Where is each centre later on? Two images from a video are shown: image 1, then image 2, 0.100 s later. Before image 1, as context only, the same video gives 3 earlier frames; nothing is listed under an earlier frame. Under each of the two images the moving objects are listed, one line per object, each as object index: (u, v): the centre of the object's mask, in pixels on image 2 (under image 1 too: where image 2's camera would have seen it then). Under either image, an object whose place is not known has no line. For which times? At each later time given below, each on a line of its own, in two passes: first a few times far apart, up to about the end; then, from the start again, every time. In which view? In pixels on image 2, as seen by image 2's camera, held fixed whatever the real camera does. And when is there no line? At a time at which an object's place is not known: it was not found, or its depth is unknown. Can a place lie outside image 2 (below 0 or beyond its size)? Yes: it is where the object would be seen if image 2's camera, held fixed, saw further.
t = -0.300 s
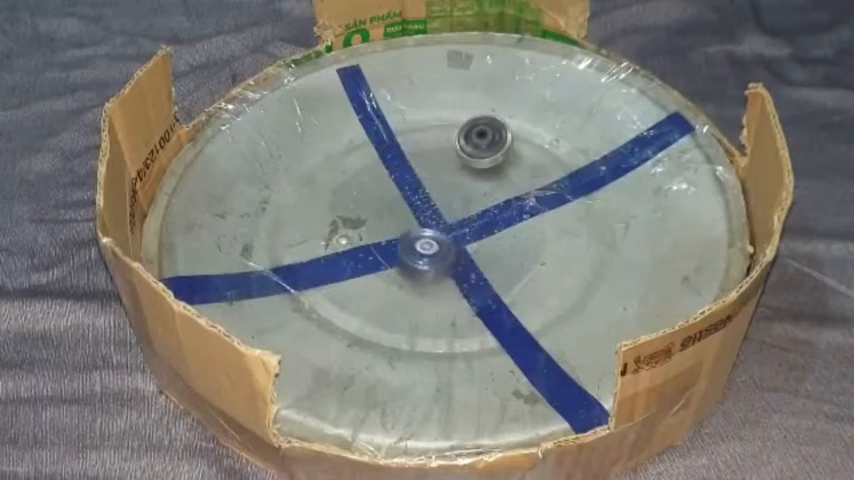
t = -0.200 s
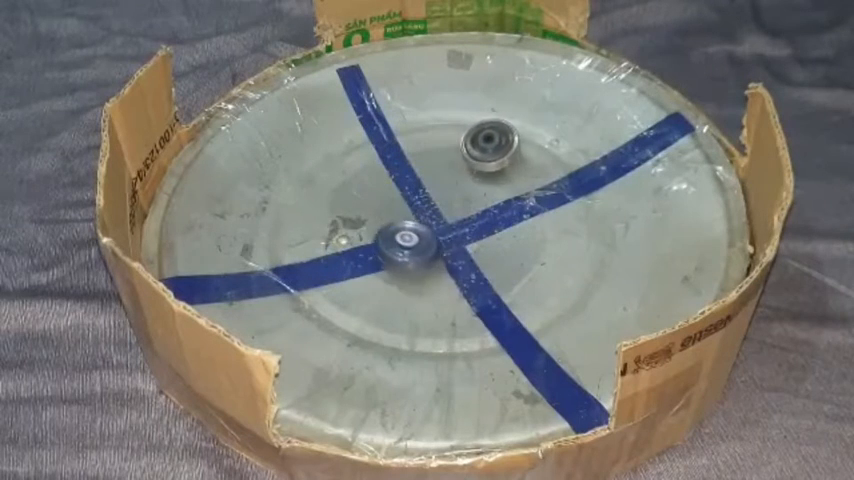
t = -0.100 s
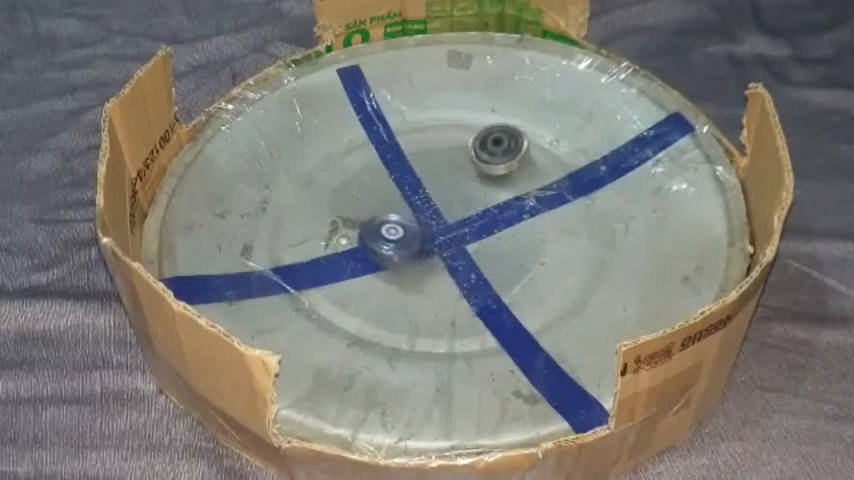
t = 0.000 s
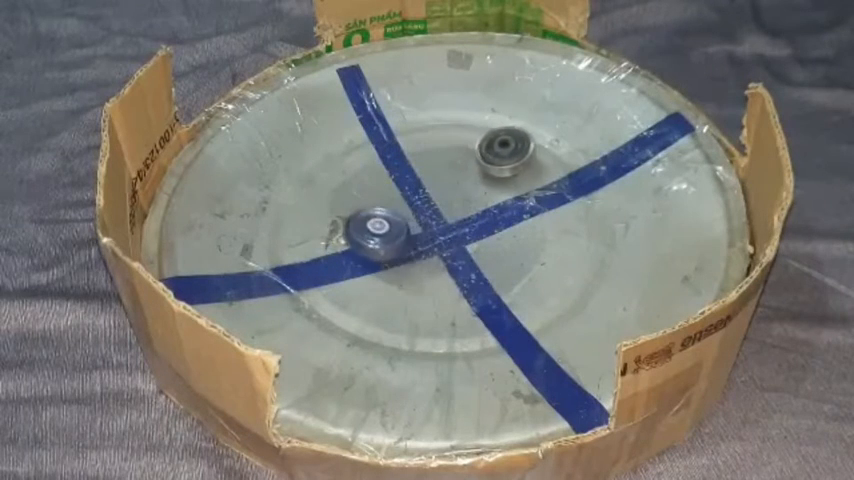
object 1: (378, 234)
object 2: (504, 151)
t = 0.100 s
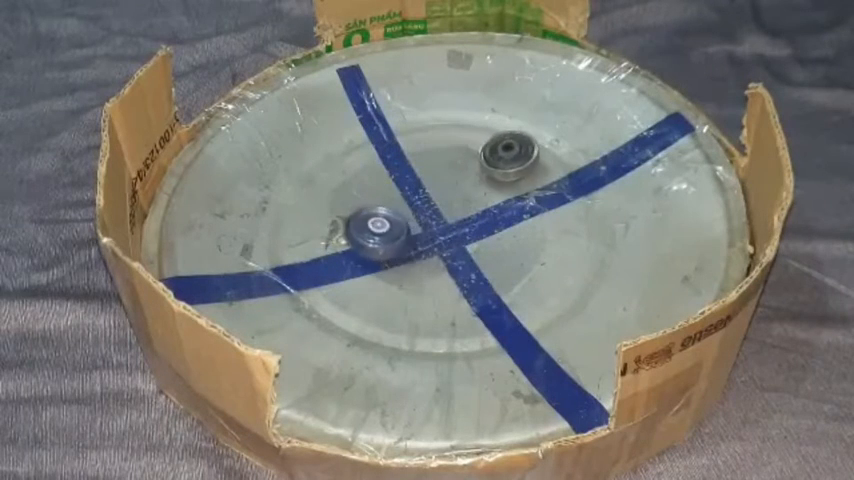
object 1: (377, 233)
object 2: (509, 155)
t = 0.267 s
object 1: (393, 220)
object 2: (508, 159)
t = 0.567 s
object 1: (379, 167)
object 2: (514, 148)
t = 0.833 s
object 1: (327, 140)
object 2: (484, 132)
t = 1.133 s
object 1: (327, 156)
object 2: (420, 133)
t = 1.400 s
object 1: (353, 163)
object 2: (410, 135)
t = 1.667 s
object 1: (349, 195)
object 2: (423, 123)
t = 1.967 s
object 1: (393, 214)
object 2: (426, 138)
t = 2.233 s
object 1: (438, 203)
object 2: (449, 150)
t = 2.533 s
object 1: (441, 189)
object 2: (460, 137)
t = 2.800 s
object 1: (440, 187)
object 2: (437, 135)
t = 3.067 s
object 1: (422, 185)
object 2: (418, 134)
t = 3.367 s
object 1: (406, 187)
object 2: (404, 139)
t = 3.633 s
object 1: (400, 192)
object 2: (414, 142)
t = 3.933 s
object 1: (407, 185)
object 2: (424, 137)
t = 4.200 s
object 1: (416, 184)
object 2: (435, 134)
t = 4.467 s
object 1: (413, 178)
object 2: (441, 133)
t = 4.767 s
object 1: (413, 182)
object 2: (440, 140)
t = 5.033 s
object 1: (404, 192)
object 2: (451, 141)
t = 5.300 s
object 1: (405, 188)
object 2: (447, 139)
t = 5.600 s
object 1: (392, 193)
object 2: (446, 134)
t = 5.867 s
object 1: (384, 222)
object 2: (435, 125)
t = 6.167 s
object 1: (419, 221)
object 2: (418, 142)
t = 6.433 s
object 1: (454, 200)
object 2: (409, 160)
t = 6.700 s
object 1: (472, 170)
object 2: (396, 173)
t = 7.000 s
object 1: (484, 147)
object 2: (388, 179)
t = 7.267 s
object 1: (463, 129)
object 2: (399, 179)
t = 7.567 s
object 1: (424, 129)
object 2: (403, 174)
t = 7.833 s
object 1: (402, 129)
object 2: (412, 187)
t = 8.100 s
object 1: (395, 141)
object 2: (412, 193)
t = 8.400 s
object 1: (402, 148)
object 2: (410, 197)
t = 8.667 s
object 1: (411, 149)
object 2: (407, 197)
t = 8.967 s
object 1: (427, 148)
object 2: (413, 196)
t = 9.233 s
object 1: (437, 150)
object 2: (409, 195)
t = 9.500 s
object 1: (446, 149)
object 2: (400, 191)
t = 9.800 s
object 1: (451, 144)
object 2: (401, 185)
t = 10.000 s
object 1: (449, 144)
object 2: (407, 178)
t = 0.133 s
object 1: (379, 232)
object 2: (509, 157)
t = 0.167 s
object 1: (381, 230)
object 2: (509, 157)
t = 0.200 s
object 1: (384, 227)
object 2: (509, 158)
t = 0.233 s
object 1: (387, 224)
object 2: (509, 158)
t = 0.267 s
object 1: (393, 220)
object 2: (508, 159)
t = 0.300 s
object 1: (400, 217)
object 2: (507, 159)
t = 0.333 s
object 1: (407, 212)
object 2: (504, 160)
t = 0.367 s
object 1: (413, 208)
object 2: (501, 160)
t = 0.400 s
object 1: (418, 203)
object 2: (498, 160)
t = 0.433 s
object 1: (422, 195)
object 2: (494, 160)
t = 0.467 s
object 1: (426, 187)
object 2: (490, 159)
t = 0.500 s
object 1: (427, 178)
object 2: (487, 159)
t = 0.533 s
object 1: (404, 173)
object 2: (503, 153)
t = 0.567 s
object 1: (379, 167)
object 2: (514, 148)
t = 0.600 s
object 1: (364, 163)
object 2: (519, 143)
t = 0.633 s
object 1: (351, 158)
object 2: (517, 141)
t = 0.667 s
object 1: (342, 154)
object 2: (514, 139)
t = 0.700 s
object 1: (335, 151)
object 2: (509, 137)
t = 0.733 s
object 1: (333, 148)
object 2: (503, 135)
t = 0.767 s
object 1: (333, 144)
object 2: (497, 134)
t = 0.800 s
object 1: (330, 141)
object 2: (490, 133)
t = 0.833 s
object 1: (327, 140)
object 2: (484, 132)
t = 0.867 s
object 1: (323, 137)
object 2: (477, 131)
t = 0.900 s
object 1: (319, 138)
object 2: (469, 130)
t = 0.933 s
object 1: (315, 141)
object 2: (462, 130)
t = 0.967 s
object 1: (312, 145)
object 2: (454, 130)
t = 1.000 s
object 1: (310, 150)
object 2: (446, 130)
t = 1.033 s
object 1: (312, 155)
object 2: (439, 131)
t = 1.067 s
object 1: (316, 157)
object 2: (432, 132)
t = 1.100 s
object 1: (321, 159)
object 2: (426, 133)
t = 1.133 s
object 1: (327, 156)
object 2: (420, 133)
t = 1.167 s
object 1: (334, 152)
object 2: (414, 134)
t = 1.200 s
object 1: (341, 150)
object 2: (410, 135)
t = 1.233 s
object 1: (346, 151)
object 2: (406, 136)
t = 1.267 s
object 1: (343, 153)
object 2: (413, 135)
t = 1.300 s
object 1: (343, 156)
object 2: (415, 136)
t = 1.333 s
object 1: (346, 158)
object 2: (415, 135)
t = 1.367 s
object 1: (349, 161)
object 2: (412, 135)
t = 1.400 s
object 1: (353, 163)
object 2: (410, 135)
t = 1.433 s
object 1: (357, 165)
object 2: (407, 135)
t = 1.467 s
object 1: (360, 166)
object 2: (407, 136)
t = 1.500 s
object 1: (361, 168)
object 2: (407, 136)
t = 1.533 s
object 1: (350, 178)
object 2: (418, 130)
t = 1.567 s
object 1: (342, 185)
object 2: (424, 127)
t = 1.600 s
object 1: (341, 189)
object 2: (425, 125)
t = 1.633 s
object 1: (345, 192)
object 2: (424, 124)
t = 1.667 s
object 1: (349, 195)
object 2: (423, 123)
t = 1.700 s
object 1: (353, 198)
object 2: (421, 123)
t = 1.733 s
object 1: (357, 200)
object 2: (420, 123)
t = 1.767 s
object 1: (362, 201)
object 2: (419, 124)
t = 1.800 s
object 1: (367, 202)
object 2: (417, 127)
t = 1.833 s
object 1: (372, 205)
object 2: (418, 130)
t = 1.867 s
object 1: (378, 206)
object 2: (420, 133)
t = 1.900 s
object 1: (383, 208)
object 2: (422, 134)
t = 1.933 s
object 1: (388, 212)
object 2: (424, 136)
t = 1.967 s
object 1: (393, 214)
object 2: (426, 138)
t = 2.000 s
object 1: (397, 216)
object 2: (429, 140)
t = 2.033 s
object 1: (403, 217)
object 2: (433, 142)
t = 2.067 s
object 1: (408, 217)
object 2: (436, 143)
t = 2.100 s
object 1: (416, 215)
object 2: (439, 145)
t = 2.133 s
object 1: (423, 212)
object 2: (442, 146)
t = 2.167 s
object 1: (428, 209)
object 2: (444, 148)
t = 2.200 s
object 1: (433, 206)
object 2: (447, 149)
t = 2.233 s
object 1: (438, 203)
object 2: (449, 150)
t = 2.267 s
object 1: (441, 199)
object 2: (452, 150)
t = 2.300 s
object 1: (440, 200)
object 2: (456, 149)
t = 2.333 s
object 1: (440, 200)
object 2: (459, 148)
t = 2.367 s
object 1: (441, 199)
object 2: (462, 147)
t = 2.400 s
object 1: (446, 196)
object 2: (462, 146)
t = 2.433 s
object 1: (445, 195)
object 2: (461, 145)
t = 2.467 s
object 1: (444, 192)
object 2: (461, 144)
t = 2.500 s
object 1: (441, 190)
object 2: (462, 141)
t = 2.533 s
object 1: (441, 189)
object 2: (460, 137)
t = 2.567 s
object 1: (440, 189)
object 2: (458, 135)
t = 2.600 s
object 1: (440, 188)
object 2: (456, 135)
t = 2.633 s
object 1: (438, 188)
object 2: (452, 135)
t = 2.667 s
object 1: (438, 187)
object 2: (448, 134)
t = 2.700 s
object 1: (438, 186)
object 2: (444, 134)
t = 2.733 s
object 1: (439, 187)
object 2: (441, 135)
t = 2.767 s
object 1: (439, 188)
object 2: (440, 135)
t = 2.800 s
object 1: (440, 187)
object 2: (437, 135)
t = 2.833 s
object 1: (436, 185)
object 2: (434, 137)
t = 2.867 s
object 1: (434, 183)
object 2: (432, 137)
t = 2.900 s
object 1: (433, 185)
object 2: (431, 136)
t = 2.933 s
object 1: (432, 186)
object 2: (428, 135)
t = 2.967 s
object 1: (429, 186)
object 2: (424, 133)
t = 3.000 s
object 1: (428, 186)
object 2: (423, 135)
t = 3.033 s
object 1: (424, 186)
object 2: (421, 135)
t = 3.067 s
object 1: (422, 185)
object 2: (418, 134)
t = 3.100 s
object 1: (420, 185)
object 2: (415, 135)
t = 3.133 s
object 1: (419, 185)
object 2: (412, 134)
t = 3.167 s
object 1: (418, 184)
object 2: (410, 135)
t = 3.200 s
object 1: (416, 184)
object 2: (406, 136)
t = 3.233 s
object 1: (414, 185)
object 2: (405, 137)
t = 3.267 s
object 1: (412, 184)
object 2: (404, 138)
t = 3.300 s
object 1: (410, 184)
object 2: (404, 139)
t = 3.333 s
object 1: (407, 186)
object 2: (403, 139)
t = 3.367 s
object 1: (406, 187)
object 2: (404, 139)
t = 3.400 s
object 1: (404, 187)
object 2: (405, 141)
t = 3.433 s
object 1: (402, 188)
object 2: (405, 141)
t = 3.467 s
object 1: (401, 188)
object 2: (405, 140)
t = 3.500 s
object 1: (400, 189)
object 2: (407, 141)
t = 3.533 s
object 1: (398, 190)
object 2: (409, 142)
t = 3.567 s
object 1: (397, 190)
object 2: (412, 143)
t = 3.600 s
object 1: (398, 191)
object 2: (414, 143)
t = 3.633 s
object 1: (400, 192)
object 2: (414, 142)
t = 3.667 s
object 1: (401, 192)
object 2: (415, 142)
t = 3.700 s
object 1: (404, 192)
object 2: (416, 141)
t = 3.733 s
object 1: (406, 192)
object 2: (417, 140)
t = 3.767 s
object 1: (407, 191)
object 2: (417, 140)
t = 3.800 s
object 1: (406, 188)
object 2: (419, 139)
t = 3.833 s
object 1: (406, 187)
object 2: (420, 139)
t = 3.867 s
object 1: (407, 185)
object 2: (420, 138)
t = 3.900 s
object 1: (407, 184)
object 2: (422, 138)
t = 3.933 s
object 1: (407, 185)
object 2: (424, 137)
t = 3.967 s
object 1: (407, 186)
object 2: (425, 136)
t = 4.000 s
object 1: (408, 186)
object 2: (427, 136)
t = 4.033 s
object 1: (409, 186)
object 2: (428, 135)
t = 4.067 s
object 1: (411, 187)
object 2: (429, 134)
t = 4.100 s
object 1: (413, 186)
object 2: (431, 134)
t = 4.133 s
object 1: (414, 185)
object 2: (432, 133)
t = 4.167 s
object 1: (415, 185)
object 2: (432, 134)
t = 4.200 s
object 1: (416, 184)
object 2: (435, 134)
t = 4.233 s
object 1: (417, 183)
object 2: (435, 134)
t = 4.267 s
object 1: (418, 181)
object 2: (436, 134)
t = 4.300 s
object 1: (419, 180)
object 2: (438, 134)
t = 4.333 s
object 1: (419, 178)
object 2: (438, 133)
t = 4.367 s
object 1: (418, 177)
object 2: (439, 133)
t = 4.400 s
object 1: (416, 177)
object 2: (441, 133)
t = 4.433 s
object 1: (415, 178)
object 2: (441, 132)
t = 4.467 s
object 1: (413, 178)
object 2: (441, 133)
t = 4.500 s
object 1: (413, 179)
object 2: (441, 132)
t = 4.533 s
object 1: (413, 179)
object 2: (438, 134)
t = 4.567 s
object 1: (413, 181)
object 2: (438, 135)
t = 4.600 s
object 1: (413, 181)
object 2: (438, 135)
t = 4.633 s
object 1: (412, 182)
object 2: (438, 136)
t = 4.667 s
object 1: (411, 182)
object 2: (439, 137)
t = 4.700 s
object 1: (412, 182)
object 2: (439, 138)
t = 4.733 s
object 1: (413, 182)
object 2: (439, 139)
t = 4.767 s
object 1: (413, 182)
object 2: (440, 140)
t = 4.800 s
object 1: (412, 184)
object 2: (440, 140)
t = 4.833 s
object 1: (410, 185)
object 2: (442, 140)
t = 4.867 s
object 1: (410, 187)
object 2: (444, 139)
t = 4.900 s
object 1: (409, 189)
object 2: (444, 139)
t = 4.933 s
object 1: (408, 191)
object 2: (446, 139)
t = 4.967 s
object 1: (407, 191)
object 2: (446, 140)
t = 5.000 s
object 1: (404, 192)
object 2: (449, 142)
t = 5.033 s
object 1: (404, 192)
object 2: (451, 141)
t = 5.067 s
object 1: (404, 194)
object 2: (451, 141)
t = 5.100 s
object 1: (404, 195)
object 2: (453, 140)
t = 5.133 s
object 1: (408, 194)
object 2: (452, 139)
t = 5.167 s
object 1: (408, 194)
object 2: (453, 140)
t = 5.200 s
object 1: (409, 193)
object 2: (453, 139)
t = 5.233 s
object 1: (409, 192)
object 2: (451, 139)
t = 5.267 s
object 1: (406, 191)
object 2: (450, 139)
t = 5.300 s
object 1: (405, 188)
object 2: (447, 139)
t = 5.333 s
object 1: (404, 189)
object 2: (447, 141)
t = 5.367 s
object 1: (403, 190)
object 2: (447, 142)
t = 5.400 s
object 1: (404, 189)
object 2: (445, 143)
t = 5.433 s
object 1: (404, 190)
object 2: (445, 143)
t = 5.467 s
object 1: (406, 188)
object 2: (442, 143)
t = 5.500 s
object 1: (405, 187)
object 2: (441, 144)
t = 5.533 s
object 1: (405, 186)
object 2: (439, 144)
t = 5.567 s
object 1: (407, 185)
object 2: (437, 144)
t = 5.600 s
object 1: (392, 193)
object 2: (446, 134)
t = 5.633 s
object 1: (383, 201)
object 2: (451, 128)
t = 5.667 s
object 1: (379, 207)
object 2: (452, 125)
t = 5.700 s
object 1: (380, 209)
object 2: (450, 125)
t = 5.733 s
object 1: (379, 211)
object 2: (447, 124)
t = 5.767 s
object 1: (382, 214)
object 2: (444, 123)
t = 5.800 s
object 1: (382, 217)
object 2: (442, 124)
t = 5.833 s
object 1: (383, 220)
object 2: (438, 123)
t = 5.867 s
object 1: (384, 222)
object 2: (435, 125)
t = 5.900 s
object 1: (388, 223)
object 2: (432, 126)
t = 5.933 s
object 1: (390, 225)
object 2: (430, 128)
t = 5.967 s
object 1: (395, 225)
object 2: (428, 128)
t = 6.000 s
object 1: (399, 226)
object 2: (424, 131)
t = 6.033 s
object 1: (403, 226)
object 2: (423, 132)
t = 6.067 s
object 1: (407, 225)
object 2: (420, 136)
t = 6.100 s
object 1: (411, 225)
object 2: (420, 137)
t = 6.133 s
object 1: (416, 223)
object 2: (418, 141)
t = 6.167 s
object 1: (419, 221)
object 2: (418, 142)
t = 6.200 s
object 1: (424, 219)
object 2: (415, 145)
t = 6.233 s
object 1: (428, 217)
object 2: (416, 146)
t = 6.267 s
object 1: (433, 214)
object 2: (412, 148)
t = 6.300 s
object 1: (436, 212)
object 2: (412, 150)
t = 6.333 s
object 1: (443, 209)
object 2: (411, 153)
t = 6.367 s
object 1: (446, 207)
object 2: (411, 156)
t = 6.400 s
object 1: (451, 203)
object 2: (409, 158)
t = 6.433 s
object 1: (454, 200)
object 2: (409, 160)
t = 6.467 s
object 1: (458, 196)
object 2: (407, 162)
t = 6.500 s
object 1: (458, 195)
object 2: (406, 164)
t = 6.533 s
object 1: (461, 191)
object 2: (403, 165)
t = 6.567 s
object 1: (465, 185)
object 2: (403, 167)
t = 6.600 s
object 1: (468, 182)
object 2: (400, 168)
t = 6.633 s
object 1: (469, 177)
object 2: (400, 171)
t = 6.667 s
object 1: (471, 173)
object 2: (397, 171)
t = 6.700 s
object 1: (472, 170)
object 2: (396, 173)
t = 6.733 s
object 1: (475, 167)
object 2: (392, 173)
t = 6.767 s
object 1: (475, 164)
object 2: (392, 175)
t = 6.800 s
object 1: (477, 160)
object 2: (391, 176)
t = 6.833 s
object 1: (477, 158)
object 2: (390, 178)
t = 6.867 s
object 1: (481, 157)
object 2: (388, 178)
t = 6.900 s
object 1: (480, 156)
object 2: (389, 179)
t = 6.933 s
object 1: (481, 153)
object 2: (388, 179)
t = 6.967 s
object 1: (482, 149)
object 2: (389, 180)
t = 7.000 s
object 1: (484, 147)
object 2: (388, 179)
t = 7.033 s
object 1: (482, 145)
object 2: (390, 180)
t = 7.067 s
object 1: (482, 142)
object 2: (389, 180)
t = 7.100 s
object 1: (479, 140)
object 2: (393, 180)
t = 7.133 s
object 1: (478, 137)
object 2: (392, 180)
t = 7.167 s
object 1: (475, 135)
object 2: (395, 180)
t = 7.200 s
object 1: (471, 133)
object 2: (395, 180)
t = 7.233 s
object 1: (467, 131)
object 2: (399, 179)
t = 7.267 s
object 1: (463, 129)
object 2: (399, 179)
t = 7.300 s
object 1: (458, 128)
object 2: (399, 177)
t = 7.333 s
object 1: (454, 127)
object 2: (397, 177)
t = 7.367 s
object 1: (449, 127)
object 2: (398, 174)
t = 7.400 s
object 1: (445, 127)
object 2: (397, 175)
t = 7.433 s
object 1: (440, 127)
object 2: (399, 174)
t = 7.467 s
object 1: (436, 127)
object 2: (400, 175)
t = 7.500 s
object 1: (432, 128)
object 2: (401, 174)
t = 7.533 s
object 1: (427, 128)
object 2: (403, 176)
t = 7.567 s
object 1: (424, 129)
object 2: (403, 174)
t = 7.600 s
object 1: (420, 128)
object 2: (407, 175)
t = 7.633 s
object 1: (417, 129)
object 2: (407, 174)
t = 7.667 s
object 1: (414, 128)
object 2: (411, 177)
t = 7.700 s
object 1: (412, 129)
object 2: (410, 180)
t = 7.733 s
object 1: (409, 127)
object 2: (412, 181)
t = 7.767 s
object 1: (407, 127)
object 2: (411, 185)
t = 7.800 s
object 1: (403, 128)
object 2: (412, 184)
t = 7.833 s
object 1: (402, 129)
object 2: (412, 187)
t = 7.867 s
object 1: (400, 131)
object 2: (412, 187)
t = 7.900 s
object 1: (398, 130)
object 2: (413, 190)
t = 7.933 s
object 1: (397, 133)
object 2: (411, 190)
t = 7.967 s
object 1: (395, 133)
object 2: (413, 191)
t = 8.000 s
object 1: (396, 135)
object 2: (412, 193)
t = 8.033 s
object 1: (394, 136)
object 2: (413, 192)
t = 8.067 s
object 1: (395, 139)
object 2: (413, 194)
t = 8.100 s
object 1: (395, 141)
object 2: (412, 193)
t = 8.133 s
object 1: (395, 142)
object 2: (413, 195)
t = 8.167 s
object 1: (396, 144)
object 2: (412, 193)
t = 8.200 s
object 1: (396, 146)
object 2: (413, 194)
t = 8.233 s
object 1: (398, 148)
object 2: (412, 194)
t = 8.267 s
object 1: (397, 149)
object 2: (414, 193)
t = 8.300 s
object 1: (399, 148)
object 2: (413, 195)
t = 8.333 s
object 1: (400, 148)
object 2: (412, 196)
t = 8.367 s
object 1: (400, 148)
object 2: (412, 197)
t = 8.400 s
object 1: (402, 148)
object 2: (410, 197)
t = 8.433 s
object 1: (401, 148)
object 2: (413, 196)
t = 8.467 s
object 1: (403, 148)
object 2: (411, 197)
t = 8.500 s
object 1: (404, 149)
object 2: (410, 195)
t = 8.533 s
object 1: (403, 148)
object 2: (411, 196)
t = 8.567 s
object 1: (407, 150)
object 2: (407, 195)
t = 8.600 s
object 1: (407, 149)
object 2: (408, 196)
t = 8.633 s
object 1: (410, 149)
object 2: (406, 198)
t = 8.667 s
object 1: (411, 149)
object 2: (407, 197)
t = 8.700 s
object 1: (412, 149)
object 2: (409, 199)
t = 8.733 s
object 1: (419, 150)
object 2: (408, 199)
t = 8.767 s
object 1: (419, 150)
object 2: (410, 199)
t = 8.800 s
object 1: (421, 149)
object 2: (410, 200)
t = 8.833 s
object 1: (423, 150)
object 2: (409, 200)
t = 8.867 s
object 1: (423, 149)
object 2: (413, 199)
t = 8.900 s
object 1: (426, 148)
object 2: (411, 199)
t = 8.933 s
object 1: (427, 149)
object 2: (410, 197)
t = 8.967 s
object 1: (427, 148)
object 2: (413, 196)
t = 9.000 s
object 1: (430, 148)
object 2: (411, 196)
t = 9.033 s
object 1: (430, 149)
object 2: (412, 195)
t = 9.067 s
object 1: (432, 148)
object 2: (410, 197)
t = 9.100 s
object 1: (435, 150)
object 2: (408, 196)
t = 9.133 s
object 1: (435, 150)
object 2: (410, 196)
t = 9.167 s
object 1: (435, 149)
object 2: (408, 197)
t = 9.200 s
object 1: (437, 149)
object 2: (407, 194)
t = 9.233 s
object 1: (437, 150)
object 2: (409, 195)
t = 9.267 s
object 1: (438, 150)
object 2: (407, 195)
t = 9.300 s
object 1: (439, 152)
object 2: (406, 193)
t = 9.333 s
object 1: (438, 150)
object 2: (411, 193)
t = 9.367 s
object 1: (439, 150)
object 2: (408, 193)
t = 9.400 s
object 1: (440, 152)
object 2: (407, 190)
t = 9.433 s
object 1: (442, 149)
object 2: (404, 193)
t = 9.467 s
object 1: (446, 148)
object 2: (400, 193)
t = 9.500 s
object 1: (446, 149)
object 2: (400, 191)
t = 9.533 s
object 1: (446, 147)
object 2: (403, 192)
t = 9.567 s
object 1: (448, 146)
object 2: (400, 192)
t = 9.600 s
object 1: (450, 146)
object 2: (399, 190)
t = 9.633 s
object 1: (449, 147)
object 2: (401, 190)
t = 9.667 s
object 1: (450, 146)
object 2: (399, 190)
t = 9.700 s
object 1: (452, 145)
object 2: (398, 188)
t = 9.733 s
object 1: (451, 145)
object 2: (401, 187)
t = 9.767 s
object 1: (449, 144)
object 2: (402, 187)
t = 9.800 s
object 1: (451, 144)
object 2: (401, 185)
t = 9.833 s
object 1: (451, 144)
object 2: (405, 183)
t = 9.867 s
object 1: (448, 143)
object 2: (405, 183)
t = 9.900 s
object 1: (449, 143)
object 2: (404, 182)
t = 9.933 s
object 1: (451, 143)
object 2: (406, 180)
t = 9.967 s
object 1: (449, 143)
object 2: (407, 180)
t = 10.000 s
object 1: (449, 144)
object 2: (407, 178)
